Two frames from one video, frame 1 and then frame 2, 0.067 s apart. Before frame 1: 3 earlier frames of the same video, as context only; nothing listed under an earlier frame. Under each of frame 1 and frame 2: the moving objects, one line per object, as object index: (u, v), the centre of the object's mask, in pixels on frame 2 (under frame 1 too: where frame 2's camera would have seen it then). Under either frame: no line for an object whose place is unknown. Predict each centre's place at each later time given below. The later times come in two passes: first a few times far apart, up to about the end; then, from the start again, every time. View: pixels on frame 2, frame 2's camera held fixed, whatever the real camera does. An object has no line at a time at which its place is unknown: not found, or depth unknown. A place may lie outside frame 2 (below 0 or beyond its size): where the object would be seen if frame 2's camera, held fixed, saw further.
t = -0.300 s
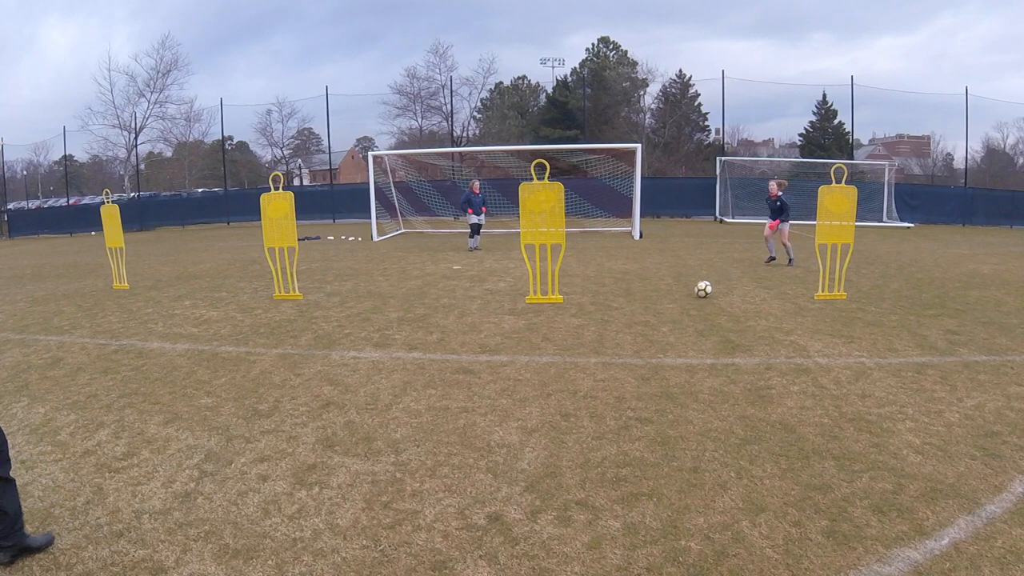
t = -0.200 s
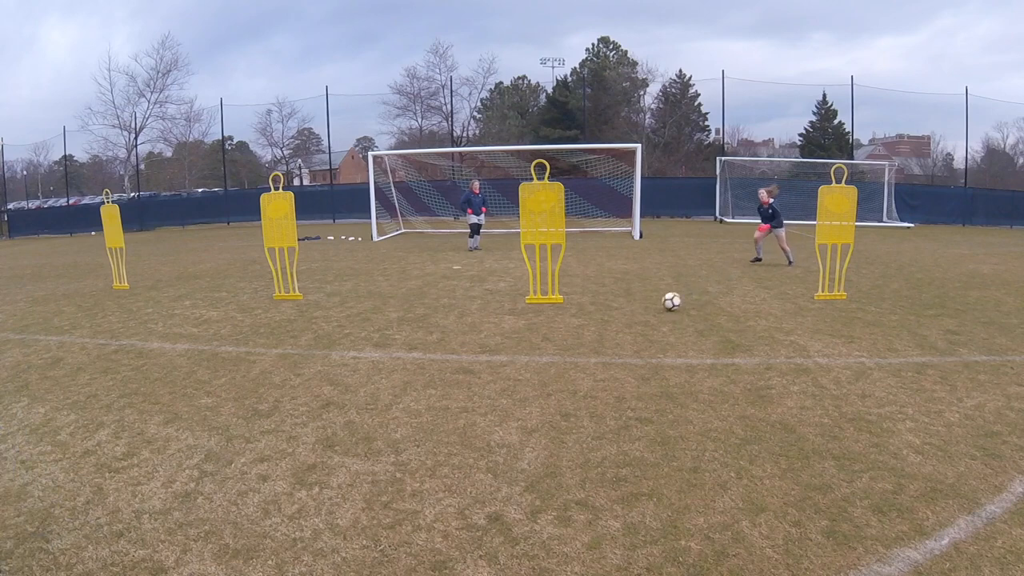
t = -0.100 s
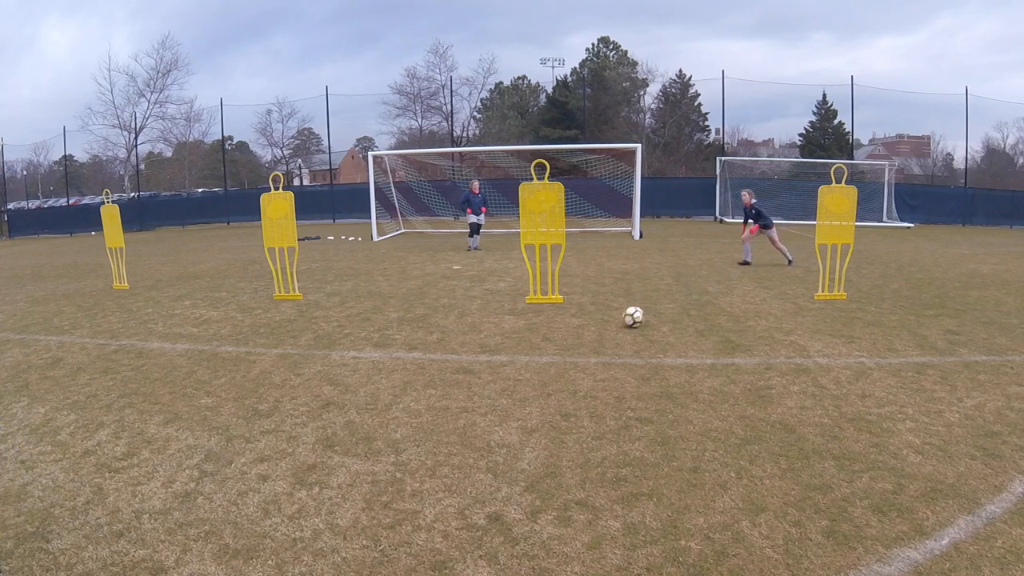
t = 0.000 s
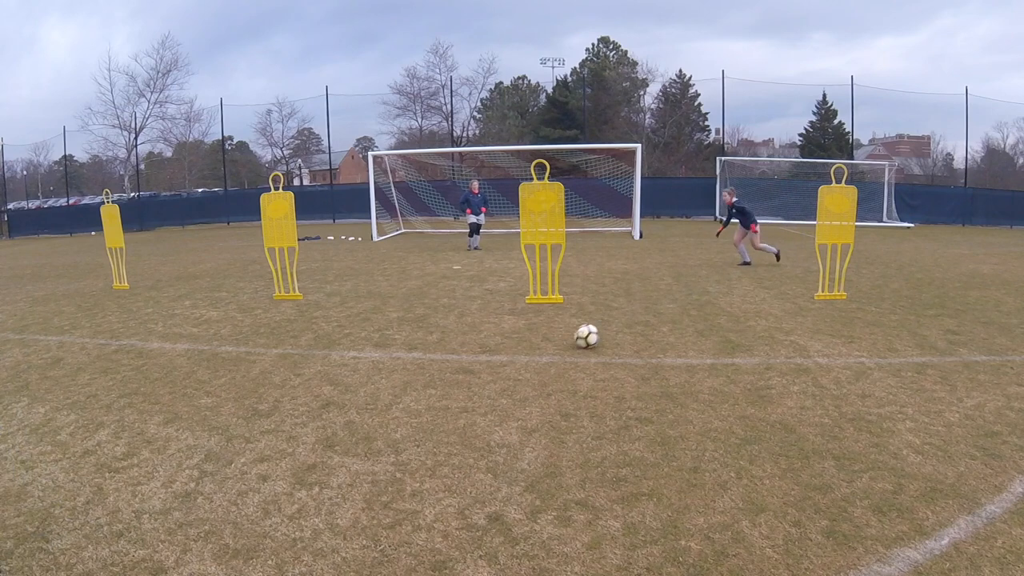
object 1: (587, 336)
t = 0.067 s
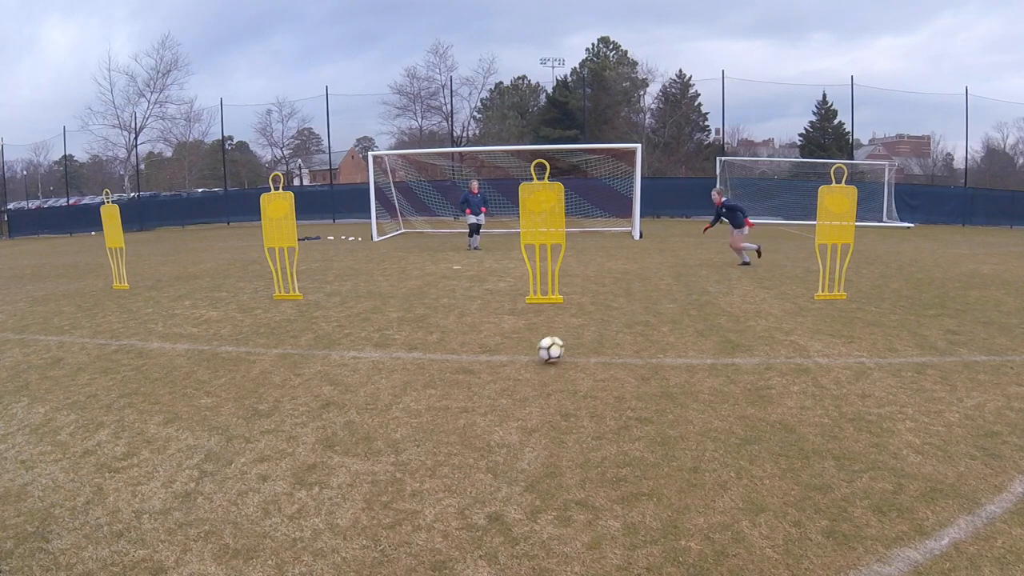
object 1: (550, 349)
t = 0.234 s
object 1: (435, 394)
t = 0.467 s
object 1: (203, 487)
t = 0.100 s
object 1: (530, 357)
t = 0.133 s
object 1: (509, 367)
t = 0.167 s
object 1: (485, 377)
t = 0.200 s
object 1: (461, 385)
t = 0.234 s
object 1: (435, 394)
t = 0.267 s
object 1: (407, 407)
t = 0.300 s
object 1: (376, 421)
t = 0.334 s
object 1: (346, 429)
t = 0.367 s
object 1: (313, 441)
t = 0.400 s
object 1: (278, 454)
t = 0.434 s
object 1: (240, 471)
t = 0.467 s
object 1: (203, 487)
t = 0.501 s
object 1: (165, 498)
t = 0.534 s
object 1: (125, 510)
